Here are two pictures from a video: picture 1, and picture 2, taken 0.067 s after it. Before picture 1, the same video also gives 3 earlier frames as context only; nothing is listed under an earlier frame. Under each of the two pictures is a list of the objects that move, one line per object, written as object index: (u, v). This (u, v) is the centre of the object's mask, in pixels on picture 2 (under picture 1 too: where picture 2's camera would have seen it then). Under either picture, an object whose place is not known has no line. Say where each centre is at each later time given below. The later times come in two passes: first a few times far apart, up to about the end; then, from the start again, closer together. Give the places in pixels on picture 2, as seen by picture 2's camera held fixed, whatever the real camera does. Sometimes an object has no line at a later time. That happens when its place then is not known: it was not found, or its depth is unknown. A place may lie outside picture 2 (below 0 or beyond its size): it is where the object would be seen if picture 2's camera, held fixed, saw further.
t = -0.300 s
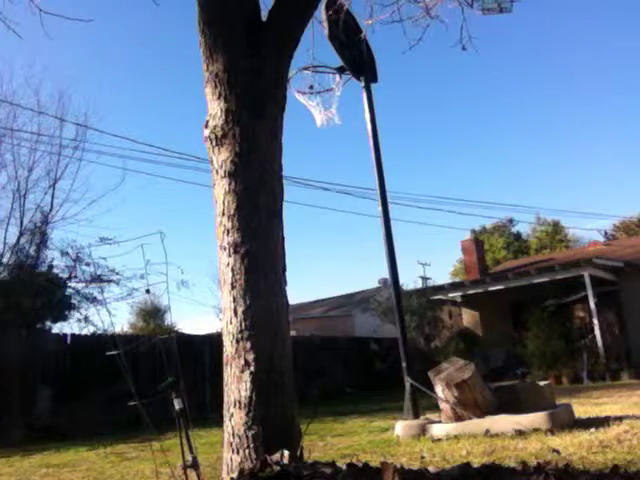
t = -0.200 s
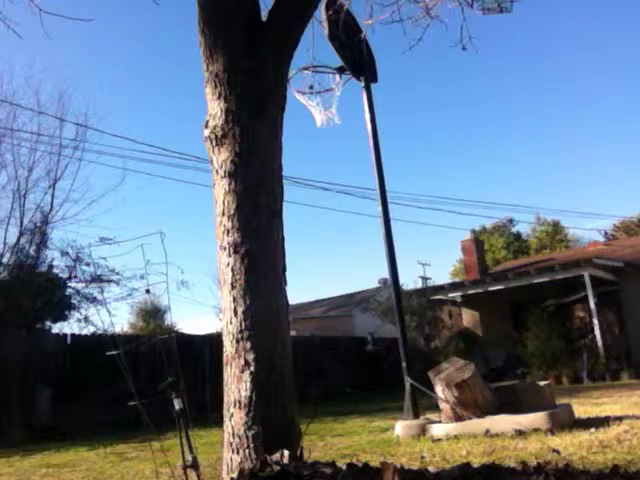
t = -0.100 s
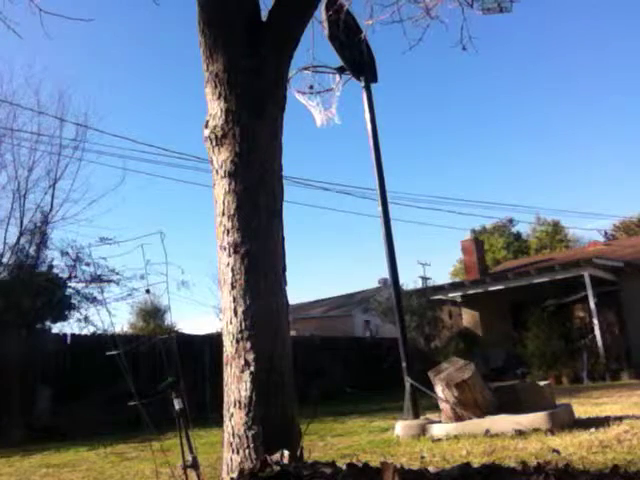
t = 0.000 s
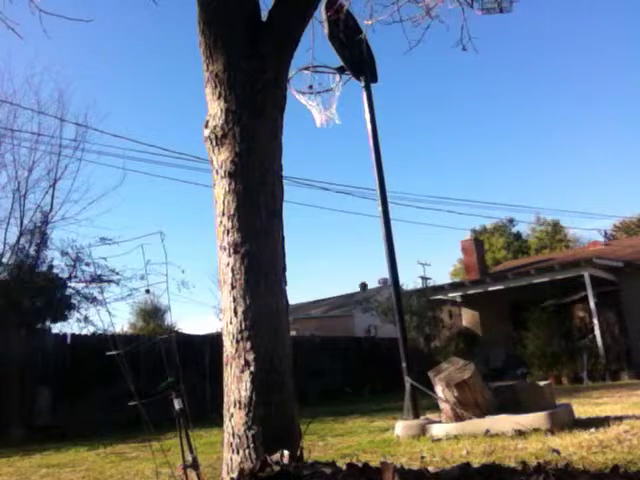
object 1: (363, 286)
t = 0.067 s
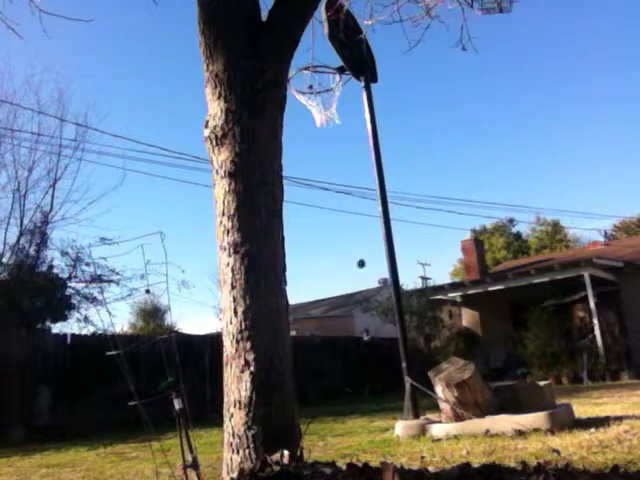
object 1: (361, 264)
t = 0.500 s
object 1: (348, 135)
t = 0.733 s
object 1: (347, 78)
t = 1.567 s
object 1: (322, 32)
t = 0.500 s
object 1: (348, 135)
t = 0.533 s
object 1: (347, 126)
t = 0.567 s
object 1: (347, 117)
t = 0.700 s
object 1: (346, 86)
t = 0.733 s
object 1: (347, 78)
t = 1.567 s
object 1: (322, 32)
